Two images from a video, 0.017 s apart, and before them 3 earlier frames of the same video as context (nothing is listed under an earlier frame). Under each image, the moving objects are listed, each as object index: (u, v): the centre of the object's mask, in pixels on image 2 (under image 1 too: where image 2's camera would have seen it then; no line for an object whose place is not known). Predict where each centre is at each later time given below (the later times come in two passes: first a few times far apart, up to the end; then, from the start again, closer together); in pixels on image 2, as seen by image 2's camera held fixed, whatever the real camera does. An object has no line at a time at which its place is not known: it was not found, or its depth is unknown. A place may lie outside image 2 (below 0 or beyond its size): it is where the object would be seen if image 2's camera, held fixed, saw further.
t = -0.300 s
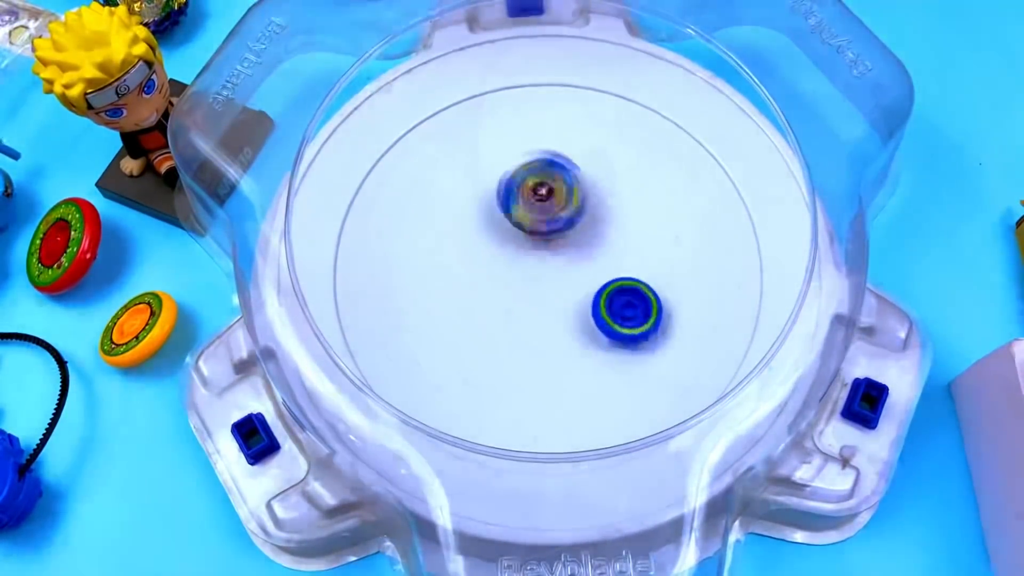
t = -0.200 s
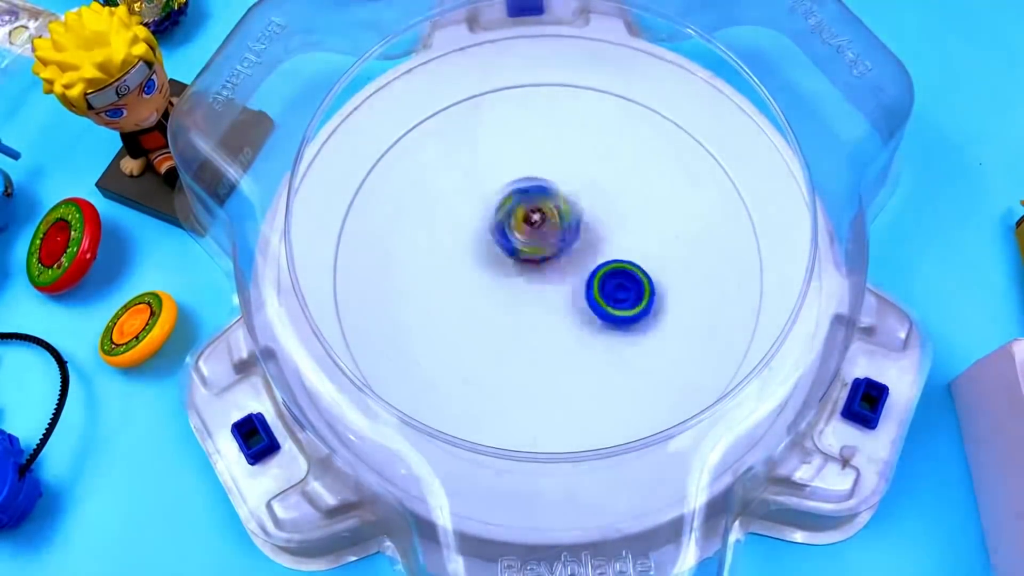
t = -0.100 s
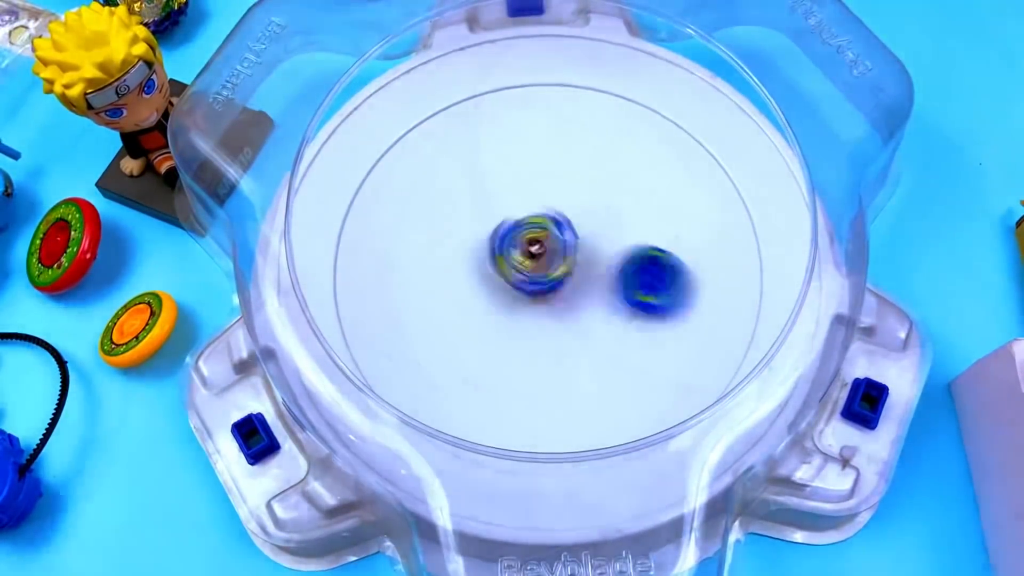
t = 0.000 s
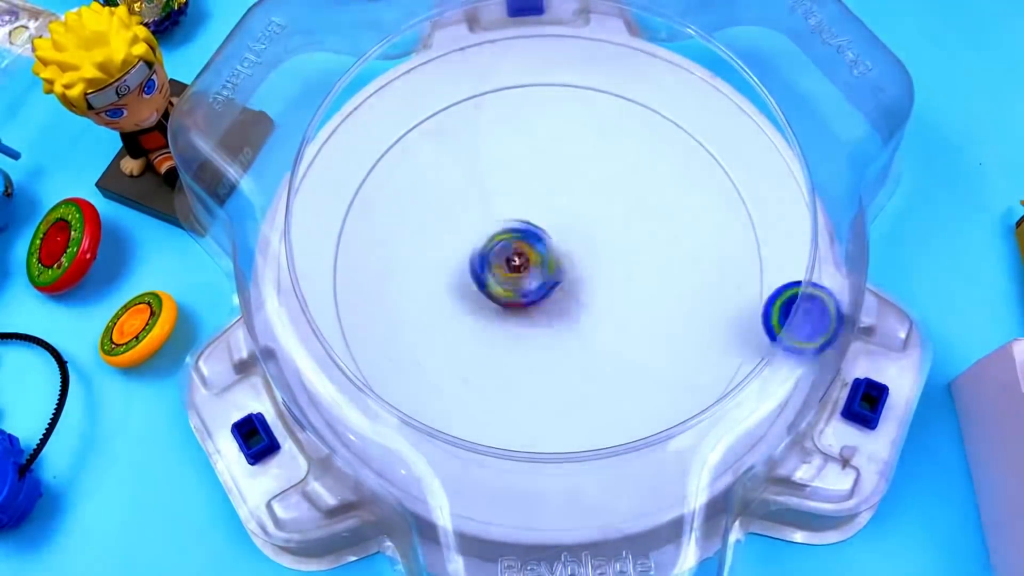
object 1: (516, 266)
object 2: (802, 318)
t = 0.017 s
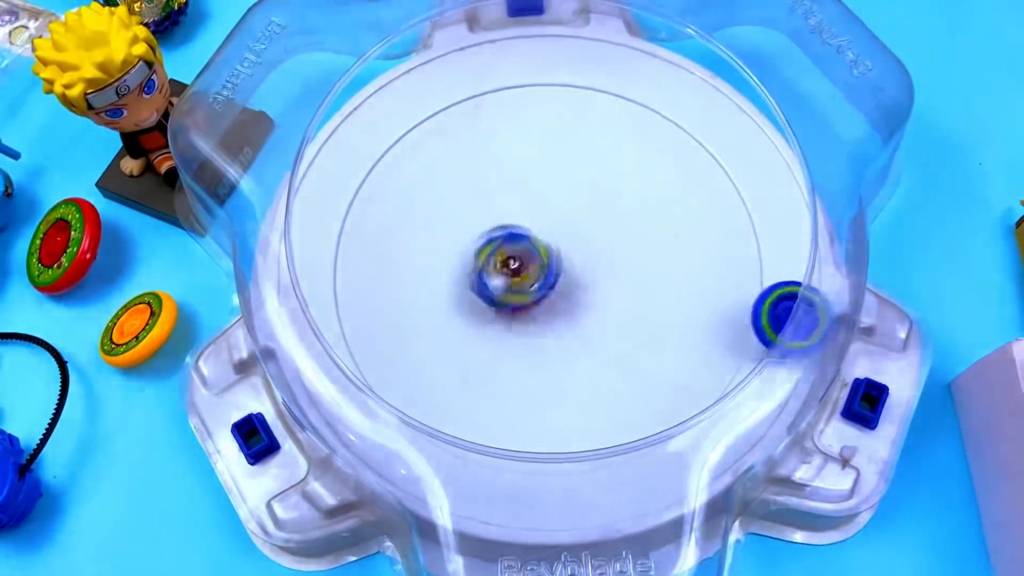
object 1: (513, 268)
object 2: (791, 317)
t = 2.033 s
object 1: (547, 281)
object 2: (590, 199)
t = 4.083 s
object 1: (541, 271)
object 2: (605, 164)
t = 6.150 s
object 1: (527, 260)
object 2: (519, 194)
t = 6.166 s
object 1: (527, 260)
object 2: (519, 194)
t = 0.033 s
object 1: (512, 271)
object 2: (780, 320)
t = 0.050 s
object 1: (510, 275)
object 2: (764, 321)
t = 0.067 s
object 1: (510, 278)
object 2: (753, 317)
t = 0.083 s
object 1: (508, 283)
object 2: (743, 315)
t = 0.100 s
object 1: (507, 285)
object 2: (729, 314)
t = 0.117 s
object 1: (509, 288)
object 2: (717, 315)
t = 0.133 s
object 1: (509, 292)
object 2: (703, 311)
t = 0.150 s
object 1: (509, 295)
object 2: (689, 308)
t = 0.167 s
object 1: (510, 296)
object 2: (676, 305)
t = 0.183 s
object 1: (511, 299)
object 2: (663, 302)
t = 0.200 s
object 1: (514, 302)
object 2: (650, 297)
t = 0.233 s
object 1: (517, 304)
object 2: (625, 290)
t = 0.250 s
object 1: (519, 307)
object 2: (612, 287)
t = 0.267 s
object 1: (521, 309)
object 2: (601, 283)
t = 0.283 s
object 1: (524, 309)
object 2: (592, 280)
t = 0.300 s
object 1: (526, 308)
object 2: (585, 275)
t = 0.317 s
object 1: (527, 308)
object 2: (585, 268)
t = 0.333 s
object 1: (528, 310)
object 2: (588, 263)
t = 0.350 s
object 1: (529, 309)
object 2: (590, 258)
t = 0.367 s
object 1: (530, 307)
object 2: (592, 253)
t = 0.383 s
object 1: (533, 307)
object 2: (593, 249)
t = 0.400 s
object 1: (532, 308)
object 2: (594, 247)
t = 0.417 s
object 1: (533, 306)
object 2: (595, 244)
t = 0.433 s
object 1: (534, 305)
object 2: (596, 243)
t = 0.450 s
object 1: (534, 303)
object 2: (596, 242)
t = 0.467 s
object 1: (536, 302)
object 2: (596, 242)
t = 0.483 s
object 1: (537, 300)
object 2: (595, 243)
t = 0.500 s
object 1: (535, 297)
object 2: (594, 244)
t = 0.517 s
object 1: (536, 296)
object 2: (593, 245)
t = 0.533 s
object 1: (537, 293)
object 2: (591, 246)
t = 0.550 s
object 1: (537, 289)
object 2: (590, 246)
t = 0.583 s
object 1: (532, 284)
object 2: (603, 239)
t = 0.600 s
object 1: (530, 283)
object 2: (615, 231)
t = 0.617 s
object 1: (526, 282)
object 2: (625, 226)
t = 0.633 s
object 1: (522, 280)
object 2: (633, 221)
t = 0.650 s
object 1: (520, 278)
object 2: (640, 217)
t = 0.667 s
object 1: (518, 277)
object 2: (646, 214)
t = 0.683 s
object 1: (515, 276)
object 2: (649, 212)
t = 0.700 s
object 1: (513, 274)
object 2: (652, 210)
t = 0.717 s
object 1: (511, 274)
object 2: (653, 210)
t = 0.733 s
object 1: (508, 273)
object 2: (652, 211)
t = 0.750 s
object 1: (508, 272)
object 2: (651, 211)
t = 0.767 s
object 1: (506, 272)
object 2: (648, 212)
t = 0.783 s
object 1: (503, 271)
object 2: (646, 212)
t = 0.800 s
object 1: (503, 269)
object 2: (643, 212)
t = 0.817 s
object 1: (503, 268)
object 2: (640, 213)
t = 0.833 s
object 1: (502, 269)
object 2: (636, 213)
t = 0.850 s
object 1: (501, 267)
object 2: (633, 213)
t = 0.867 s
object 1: (501, 266)
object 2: (630, 213)
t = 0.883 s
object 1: (501, 266)
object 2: (626, 214)
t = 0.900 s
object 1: (500, 264)
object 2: (622, 214)
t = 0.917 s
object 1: (500, 263)
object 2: (617, 215)
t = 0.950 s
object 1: (500, 261)
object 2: (609, 216)
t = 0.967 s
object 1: (502, 260)
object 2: (606, 217)
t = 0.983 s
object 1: (504, 261)
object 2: (602, 217)
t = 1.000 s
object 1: (503, 260)
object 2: (598, 218)
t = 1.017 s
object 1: (503, 257)
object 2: (594, 218)
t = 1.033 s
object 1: (506, 256)
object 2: (590, 220)
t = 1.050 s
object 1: (508, 255)
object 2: (586, 221)
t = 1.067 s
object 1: (508, 255)
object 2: (581, 222)
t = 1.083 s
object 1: (510, 254)
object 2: (578, 224)
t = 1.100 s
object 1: (508, 253)
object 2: (576, 223)
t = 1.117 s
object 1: (512, 252)
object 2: (581, 220)
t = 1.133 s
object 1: (513, 251)
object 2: (584, 218)
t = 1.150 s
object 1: (512, 250)
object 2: (587, 216)
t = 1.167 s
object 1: (516, 249)
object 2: (588, 215)
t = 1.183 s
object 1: (514, 248)
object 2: (588, 216)
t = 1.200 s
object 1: (514, 248)
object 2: (588, 216)
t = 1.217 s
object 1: (518, 247)
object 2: (586, 217)
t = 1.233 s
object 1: (516, 248)
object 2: (585, 218)
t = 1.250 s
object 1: (514, 248)
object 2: (581, 222)
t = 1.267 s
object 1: (514, 247)
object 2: (588, 219)
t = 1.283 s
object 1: (514, 248)
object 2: (598, 217)
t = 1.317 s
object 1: (513, 249)
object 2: (613, 212)
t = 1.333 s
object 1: (512, 250)
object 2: (617, 210)
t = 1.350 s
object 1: (510, 250)
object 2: (621, 209)
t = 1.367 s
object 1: (512, 250)
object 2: (622, 209)
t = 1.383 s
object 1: (514, 252)
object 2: (622, 208)
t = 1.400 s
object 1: (514, 253)
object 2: (621, 208)
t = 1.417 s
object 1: (512, 254)
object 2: (620, 207)
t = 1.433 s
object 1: (513, 253)
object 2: (618, 207)
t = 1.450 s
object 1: (515, 255)
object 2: (615, 205)
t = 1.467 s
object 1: (516, 256)
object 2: (613, 204)
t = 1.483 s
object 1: (515, 257)
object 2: (612, 204)
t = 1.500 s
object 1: (515, 258)
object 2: (610, 203)
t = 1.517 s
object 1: (516, 258)
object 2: (608, 203)
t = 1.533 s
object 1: (517, 259)
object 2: (606, 203)
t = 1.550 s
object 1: (518, 260)
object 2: (605, 203)
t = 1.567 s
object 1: (520, 260)
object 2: (603, 203)
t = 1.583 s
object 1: (522, 261)
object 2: (602, 203)
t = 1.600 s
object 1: (521, 262)
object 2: (600, 204)
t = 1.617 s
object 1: (522, 260)
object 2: (598, 205)
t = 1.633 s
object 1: (525, 261)
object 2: (596, 205)
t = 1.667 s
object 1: (527, 265)
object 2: (593, 206)
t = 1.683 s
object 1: (524, 266)
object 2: (591, 207)
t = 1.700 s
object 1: (524, 264)
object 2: (589, 207)
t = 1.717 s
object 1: (525, 263)
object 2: (588, 208)
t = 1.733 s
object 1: (527, 264)
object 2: (587, 209)
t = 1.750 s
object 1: (528, 265)
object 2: (585, 210)
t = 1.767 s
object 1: (530, 267)
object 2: (584, 210)
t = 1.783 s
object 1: (531, 268)
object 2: (582, 212)
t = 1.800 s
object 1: (532, 270)
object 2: (581, 212)
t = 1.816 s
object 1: (536, 270)
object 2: (579, 214)
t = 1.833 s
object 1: (537, 272)
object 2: (578, 214)
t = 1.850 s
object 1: (538, 272)
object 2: (576, 216)
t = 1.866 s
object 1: (539, 272)
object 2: (575, 217)
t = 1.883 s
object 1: (541, 273)
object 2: (577, 215)
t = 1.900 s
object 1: (542, 273)
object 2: (578, 215)
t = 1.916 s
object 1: (544, 275)
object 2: (579, 214)
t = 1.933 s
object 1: (546, 275)
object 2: (578, 216)
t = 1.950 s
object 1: (545, 277)
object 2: (578, 216)
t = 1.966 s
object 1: (546, 275)
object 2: (577, 217)
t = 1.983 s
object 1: (547, 276)
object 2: (577, 216)
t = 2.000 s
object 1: (551, 277)
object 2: (582, 211)
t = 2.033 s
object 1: (547, 281)
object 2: (590, 199)
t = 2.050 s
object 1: (546, 282)
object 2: (594, 195)
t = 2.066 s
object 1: (547, 283)
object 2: (596, 193)
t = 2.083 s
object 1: (548, 285)
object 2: (596, 191)
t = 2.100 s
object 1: (548, 286)
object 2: (597, 191)
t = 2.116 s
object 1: (547, 287)
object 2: (596, 191)
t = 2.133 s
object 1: (547, 288)
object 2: (595, 191)
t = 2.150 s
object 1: (548, 290)
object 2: (593, 192)
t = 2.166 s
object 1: (548, 291)
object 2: (592, 192)
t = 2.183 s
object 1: (547, 291)
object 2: (590, 192)
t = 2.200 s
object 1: (547, 292)
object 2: (589, 192)
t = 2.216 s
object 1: (547, 293)
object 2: (587, 192)
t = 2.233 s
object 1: (547, 293)
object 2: (586, 192)
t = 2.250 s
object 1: (545, 293)
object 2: (584, 193)
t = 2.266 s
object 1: (546, 292)
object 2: (583, 194)
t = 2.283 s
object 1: (547, 292)
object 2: (581, 194)
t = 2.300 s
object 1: (550, 293)
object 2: (579, 195)
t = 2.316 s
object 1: (549, 294)
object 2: (578, 197)
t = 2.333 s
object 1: (547, 294)
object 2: (577, 198)
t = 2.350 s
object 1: (544, 292)
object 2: (575, 199)
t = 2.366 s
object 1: (545, 290)
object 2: (574, 200)
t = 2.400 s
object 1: (549, 288)
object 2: (571, 202)
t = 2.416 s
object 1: (548, 288)
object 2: (570, 204)
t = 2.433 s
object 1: (546, 286)
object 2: (569, 206)
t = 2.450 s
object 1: (545, 284)
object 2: (567, 207)
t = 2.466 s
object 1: (547, 282)
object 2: (567, 208)
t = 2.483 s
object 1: (547, 280)
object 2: (566, 210)
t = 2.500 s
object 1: (549, 280)
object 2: (566, 210)
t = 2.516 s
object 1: (545, 278)
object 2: (564, 213)
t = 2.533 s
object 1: (545, 275)
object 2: (564, 212)
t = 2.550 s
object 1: (543, 274)
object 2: (564, 211)
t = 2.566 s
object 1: (543, 273)
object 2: (567, 206)
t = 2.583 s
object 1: (541, 272)
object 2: (568, 203)
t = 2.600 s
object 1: (541, 270)
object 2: (569, 201)
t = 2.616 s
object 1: (538, 270)
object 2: (569, 200)
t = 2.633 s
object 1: (539, 267)
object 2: (569, 200)
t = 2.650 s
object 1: (536, 269)
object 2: (568, 201)
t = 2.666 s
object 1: (535, 266)
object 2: (568, 202)
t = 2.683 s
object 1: (533, 267)
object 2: (567, 202)
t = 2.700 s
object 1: (534, 264)
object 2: (566, 204)
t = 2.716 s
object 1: (533, 265)
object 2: (565, 203)
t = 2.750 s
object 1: (528, 264)
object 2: (563, 205)
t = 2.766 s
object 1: (527, 261)
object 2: (561, 206)
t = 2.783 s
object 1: (527, 261)
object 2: (561, 206)
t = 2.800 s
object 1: (525, 261)
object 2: (566, 201)
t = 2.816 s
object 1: (523, 262)
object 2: (571, 195)
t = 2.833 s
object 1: (519, 264)
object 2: (575, 191)
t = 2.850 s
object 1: (517, 264)
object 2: (578, 188)
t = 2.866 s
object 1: (515, 264)
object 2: (580, 187)
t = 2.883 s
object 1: (514, 264)
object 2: (581, 186)
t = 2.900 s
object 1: (513, 266)
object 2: (580, 187)
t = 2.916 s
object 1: (512, 266)
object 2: (580, 188)
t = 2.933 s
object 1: (511, 267)
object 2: (579, 188)
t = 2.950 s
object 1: (507, 268)
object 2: (578, 189)
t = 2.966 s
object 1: (505, 268)
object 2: (576, 190)
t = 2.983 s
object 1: (504, 269)
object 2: (575, 191)
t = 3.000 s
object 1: (503, 270)
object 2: (575, 192)
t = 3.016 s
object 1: (503, 270)
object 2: (573, 193)
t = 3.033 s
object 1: (502, 271)
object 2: (572, 194)
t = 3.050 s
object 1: (501, 272)
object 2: (570, 195)
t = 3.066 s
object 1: (500, 272)
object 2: (570, 197)
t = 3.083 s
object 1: (501, 272)
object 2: (568, 198)
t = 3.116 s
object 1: (499, 273)
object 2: (565, 202)
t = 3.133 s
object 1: (501, 273)
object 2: (565, 203)
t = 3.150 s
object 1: (502, 274)
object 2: (563, 206)
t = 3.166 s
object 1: (505, 275)
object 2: (563, 207)
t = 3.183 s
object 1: (504, 277)
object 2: (563, 209)
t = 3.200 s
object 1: (503, 276)
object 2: (562, 210)
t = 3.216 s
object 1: (503, 275)
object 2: (562, 212)
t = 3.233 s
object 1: (504, 274)
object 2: (561, 213)
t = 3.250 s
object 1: (508, 274)
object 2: (561, 215)
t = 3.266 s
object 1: (509, 275)
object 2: (559, 216)
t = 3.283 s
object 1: (513, 274)
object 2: (560, 217)
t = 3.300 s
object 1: (513, 277)
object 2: (559, 218)
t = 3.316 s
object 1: (514, 276)
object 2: (559, 220)
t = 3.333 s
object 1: (516, 275)
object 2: (559, 221)
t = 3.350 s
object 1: (516, 274)
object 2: (558, 221)
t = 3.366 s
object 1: (521, 273)
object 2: (561, 219)
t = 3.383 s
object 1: (523, 274)
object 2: (564, 217)
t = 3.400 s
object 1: (524, 274)
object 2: (564, 218)
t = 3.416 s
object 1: (525, 276)
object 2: (565, 218)
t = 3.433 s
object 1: (526, 275)
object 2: (565, 219)
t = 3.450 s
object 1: (529, 274)
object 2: (565, 219)
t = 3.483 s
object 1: (531, 277)
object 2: (586, 200)
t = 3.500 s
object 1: (530, 279)
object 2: (600, 186)
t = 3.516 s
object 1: (529, 280)
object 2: (613, 173)
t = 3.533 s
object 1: (528, 281)
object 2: (623, 162)
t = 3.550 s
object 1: (528, 281)
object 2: (634, 153)
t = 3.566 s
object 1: (528, 281)
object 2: (642, 145)
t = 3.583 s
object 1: (529, 282)
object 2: (648, 140)
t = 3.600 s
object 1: (530, 284)
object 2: (652, 136)
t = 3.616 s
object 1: (530, 284)
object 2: (655, 134)
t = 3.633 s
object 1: (530, 287)
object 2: (656, 133)
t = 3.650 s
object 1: (528, 287)
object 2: (655, 133)
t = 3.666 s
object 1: (527, 288)
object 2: (654, 132)
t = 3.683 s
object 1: (528, 288)
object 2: (653, 132)
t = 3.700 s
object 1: (528, 288)
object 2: (651, 130)
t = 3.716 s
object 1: (530, 289)
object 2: (649, 130)
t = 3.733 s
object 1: (530, 290)
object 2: (648, 129)
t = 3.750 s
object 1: (529, 291)
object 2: (646, 129)
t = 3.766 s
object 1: (528, 290)
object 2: (644, 129)
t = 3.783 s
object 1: (527, 290)
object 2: (643, 129)
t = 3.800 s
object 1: (528, 288)
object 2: (642, 129)
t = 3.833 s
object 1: (531, 288)
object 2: (639, 130)
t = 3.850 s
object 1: (531, 288)
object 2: (636, 131)
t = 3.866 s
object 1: (531, 288)
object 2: (635, 132)
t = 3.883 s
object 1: (530, 288)
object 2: (633, 134)
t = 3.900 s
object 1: (530, 286)
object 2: (631, 136)
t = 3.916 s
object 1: (531, 285)
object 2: (629, 138)
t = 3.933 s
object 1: (533, 284)
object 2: (626, 140)
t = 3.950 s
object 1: (535, 282)
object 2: (624, 142)
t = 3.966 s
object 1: (536, 282)
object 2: (622, 145)
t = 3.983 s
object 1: (537, 281)
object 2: (619, 147)
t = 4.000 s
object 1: (537, 281)
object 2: (617, 149)
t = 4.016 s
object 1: (537, 280)
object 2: (614, 152)
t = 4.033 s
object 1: (536, 278)
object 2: (612, 154)
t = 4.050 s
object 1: (537, 276)
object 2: (609, 158)
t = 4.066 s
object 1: (539, 274)
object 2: (607, 161)
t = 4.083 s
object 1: (541, 271)
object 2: (605, 164)
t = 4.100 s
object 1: (545, 271)
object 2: (601, 167)
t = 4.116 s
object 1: (546, 271)
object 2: (599, 170)
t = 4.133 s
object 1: (547, 270)
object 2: (596, 173)
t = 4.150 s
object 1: (548, 270)
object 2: (594, 176)
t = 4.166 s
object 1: (548, 270)
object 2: (591, 179)
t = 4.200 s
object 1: (549, 269)
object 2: (586, 186)
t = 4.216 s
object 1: (549, 268)
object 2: (582, 189)
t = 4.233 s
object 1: (551, 266)
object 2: (579, 193)
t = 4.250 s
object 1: (552, 266)
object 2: (577, 196)
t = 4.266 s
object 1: (554, 267)
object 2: (573, 199)
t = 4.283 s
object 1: (557, 265)
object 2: (571, 201)
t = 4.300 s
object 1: (560, 267)
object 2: (568, 202)
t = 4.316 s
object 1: (561, 268)
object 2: (567, 201)
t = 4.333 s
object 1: (560, 268)
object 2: (566, 199)
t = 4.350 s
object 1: (559, 273)
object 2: (565, 197)
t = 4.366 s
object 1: (557, 272)
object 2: (563, 198)
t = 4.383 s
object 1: (557, 270)
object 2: (561, 198)
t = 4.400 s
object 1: (556, 274)
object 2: (558, 199)
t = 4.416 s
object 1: (554, 273)
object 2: (555, 200)
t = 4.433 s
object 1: (555, 272)
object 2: (552, 202)
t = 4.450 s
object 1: (554, 273)
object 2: (550, 203)
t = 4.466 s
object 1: (552, 273)
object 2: (547, 202)
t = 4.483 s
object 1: (549, 274)
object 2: (545, 199)
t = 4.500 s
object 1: (547, 275)
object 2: (543, 198)
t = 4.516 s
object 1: (544, 276)
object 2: (540, 198)
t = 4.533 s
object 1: (541, 275)
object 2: (538, 198)
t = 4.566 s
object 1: (537, 274)
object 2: (534, 199)
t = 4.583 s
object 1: (535, 273)
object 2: (532, 200)
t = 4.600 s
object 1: (533, 272)
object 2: (529, 201)
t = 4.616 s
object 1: (532, 274)
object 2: (526, 201)
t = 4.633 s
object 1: (530, 273)
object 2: (524, 201)
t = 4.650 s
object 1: (528, 272)
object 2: (521, 202)
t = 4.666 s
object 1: (528, 272)
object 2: (519, 202)
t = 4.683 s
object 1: (527, 273)
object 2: (517, 200)
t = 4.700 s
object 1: (525, 271)
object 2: (517, 195)
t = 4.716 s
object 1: (522, 270)
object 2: (517, 191)
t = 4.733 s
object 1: (521, 269)
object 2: (516, 188)
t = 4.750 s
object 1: (521, 268)
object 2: (516, 185)
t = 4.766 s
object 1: (520, 268)
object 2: (515, 184)
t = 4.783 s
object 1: (520, 266)
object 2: (514, 183)
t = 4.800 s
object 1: (519, 265)
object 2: (513, 183)
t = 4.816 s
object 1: (519, 264)
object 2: (512, 183)
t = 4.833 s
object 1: (521, 264)
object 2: (511, 182)
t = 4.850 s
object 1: (522, 263)
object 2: (511, 182)
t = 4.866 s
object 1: (523, 261)
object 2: (509, 181)
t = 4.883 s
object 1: (524, 259)
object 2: (508, 181)
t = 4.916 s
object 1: (524, 257)
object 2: (506, 180)
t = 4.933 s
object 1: (524, 257)
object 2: (506, 180)
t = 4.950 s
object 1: (524, 257)
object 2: (506, 180)
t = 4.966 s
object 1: (524, 256)
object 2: (504, 179)
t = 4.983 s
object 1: (524, 255)
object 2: (505, 179)
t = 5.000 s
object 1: (524, 254)
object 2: (504, 179)
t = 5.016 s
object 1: (525, 252)
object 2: (503, 179)
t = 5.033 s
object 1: (525, 251)
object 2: (504, 180)
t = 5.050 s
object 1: (525, 249)
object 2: (503, 180)
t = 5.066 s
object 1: (525, 248)
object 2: (502, 180)
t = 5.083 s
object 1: (525, 248)
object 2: (502, 181)
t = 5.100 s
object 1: (524, 247)
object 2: (501, 182)
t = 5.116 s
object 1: (524, 246)
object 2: (501, 181)
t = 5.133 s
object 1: (524, 245)
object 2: (501, 181)
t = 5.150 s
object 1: (524, 245)
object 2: (500, 180)
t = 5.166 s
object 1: (523, 244)
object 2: (501, 179)
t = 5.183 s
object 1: (523, 245)
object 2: (501, 177)
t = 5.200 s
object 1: (524, 245)
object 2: (501, 176)
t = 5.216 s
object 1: (524, 246)
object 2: (502, 176)
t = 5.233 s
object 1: (524, 246)
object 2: (503, 177)
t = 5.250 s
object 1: (524, 246)
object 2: (503, 178)
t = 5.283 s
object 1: (524, 247)
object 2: (504, 180)
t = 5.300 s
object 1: (524, 247)
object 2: (504, 180)
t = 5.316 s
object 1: (524, 247)
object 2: (504, 181)
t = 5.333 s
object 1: (525, 248)
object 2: (503, 179)
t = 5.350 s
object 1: (525, 249)
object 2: (503, 177)
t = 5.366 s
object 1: (525, 250)
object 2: (504, 177)
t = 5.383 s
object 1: (525, 251)
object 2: (504, 179)
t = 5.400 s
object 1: (526, 252)
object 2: (505, 179)
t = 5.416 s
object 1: (526, 253)
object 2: (506, 180)
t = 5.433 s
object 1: (526, 254)
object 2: (506, 182)
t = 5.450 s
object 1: (526, 255)
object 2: (506, 183)
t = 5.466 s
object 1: (526, 256)
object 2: (507, 184)
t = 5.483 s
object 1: (527, 257)
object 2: (507, 186)
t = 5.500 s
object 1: (526, 259)
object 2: (507, 187)
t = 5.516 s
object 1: (526, 259)
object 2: (508, 189)
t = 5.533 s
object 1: (526, 260)
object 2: (508, 192)
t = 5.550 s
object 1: (525, 260)
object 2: (507, 193)
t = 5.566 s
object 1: (525, 261)
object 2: (508, 195)
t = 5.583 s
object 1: (525, 261)
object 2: (508, 196)
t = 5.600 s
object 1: (526, 261)
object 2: (508, 196)
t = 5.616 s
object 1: (526, 261)
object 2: (509, 196)
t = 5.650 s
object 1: (526, 260)
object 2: (510, 195)
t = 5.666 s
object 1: (526, 261)
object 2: (511, 191)
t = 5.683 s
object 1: (526, 261)
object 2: (513, 189)
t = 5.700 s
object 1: (526, 261)
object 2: (514, 189)
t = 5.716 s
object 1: (526, 261)
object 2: (515, 189)
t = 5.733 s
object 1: (527, 260)
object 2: (515, 191)
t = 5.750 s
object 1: (527, 260)
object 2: (514, 192)
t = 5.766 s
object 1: (527, 259)
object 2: (515, 192)
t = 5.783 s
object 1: (527, 258)
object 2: (515, 192)
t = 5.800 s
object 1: (527, 258)
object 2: (515, 191)
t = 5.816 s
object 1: (527, 259)
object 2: (516, 191)
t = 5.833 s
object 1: (527, 259)
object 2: (517, 191)
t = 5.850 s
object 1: (527, 260)
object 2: (517, 193)
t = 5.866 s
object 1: (527, 259)
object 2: (516, 193)
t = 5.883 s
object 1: (527, 259)
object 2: (518, 192)
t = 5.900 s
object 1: (527, 259)
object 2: (519, 192)
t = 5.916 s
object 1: (527, 259)
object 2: (518, 193)
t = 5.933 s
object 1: (527, 259)
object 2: (518, 193)
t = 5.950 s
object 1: (527, 259)
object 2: (518, 193)
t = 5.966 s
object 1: (527, 260)
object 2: (518, 194)
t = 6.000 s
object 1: (527, 259)
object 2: (518, 192)
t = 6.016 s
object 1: (527, 260)
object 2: (519, 193)
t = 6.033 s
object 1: (527, 260)
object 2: (518, 194)
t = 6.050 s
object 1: (527, 260)
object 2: (518, 193)
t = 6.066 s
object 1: (527, 260)
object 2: (519, 193)
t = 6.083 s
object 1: (527, 260)
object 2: (518, 194)
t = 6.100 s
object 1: (527, 260)
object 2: (518, 193)
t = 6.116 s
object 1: (527, 260)
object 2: (518, 193)
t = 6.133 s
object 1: (527, 260)
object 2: (519, 193)
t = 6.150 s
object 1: (527, 260)
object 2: (519, 194)
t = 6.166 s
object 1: (527, 260)
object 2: (519, 194)
